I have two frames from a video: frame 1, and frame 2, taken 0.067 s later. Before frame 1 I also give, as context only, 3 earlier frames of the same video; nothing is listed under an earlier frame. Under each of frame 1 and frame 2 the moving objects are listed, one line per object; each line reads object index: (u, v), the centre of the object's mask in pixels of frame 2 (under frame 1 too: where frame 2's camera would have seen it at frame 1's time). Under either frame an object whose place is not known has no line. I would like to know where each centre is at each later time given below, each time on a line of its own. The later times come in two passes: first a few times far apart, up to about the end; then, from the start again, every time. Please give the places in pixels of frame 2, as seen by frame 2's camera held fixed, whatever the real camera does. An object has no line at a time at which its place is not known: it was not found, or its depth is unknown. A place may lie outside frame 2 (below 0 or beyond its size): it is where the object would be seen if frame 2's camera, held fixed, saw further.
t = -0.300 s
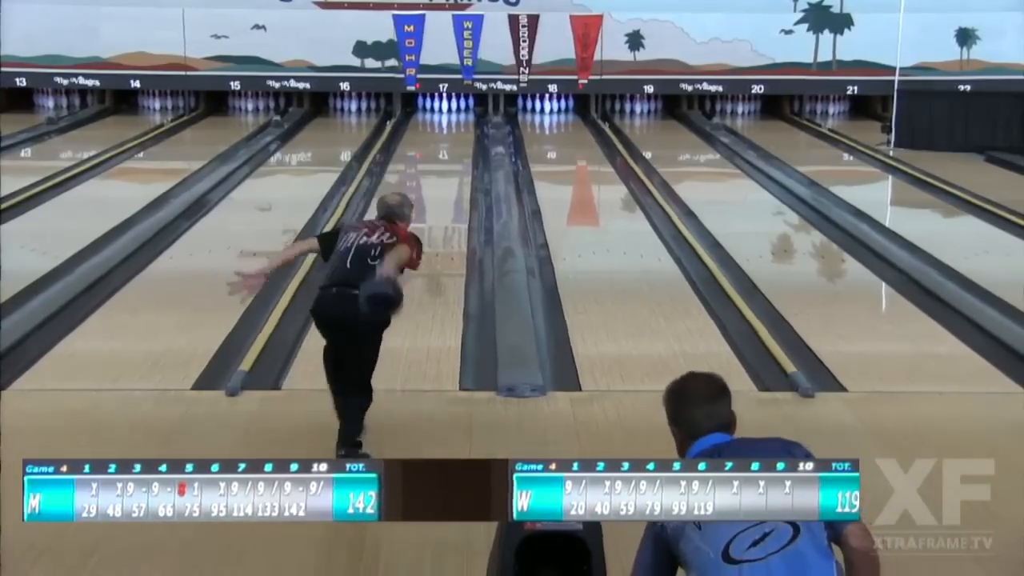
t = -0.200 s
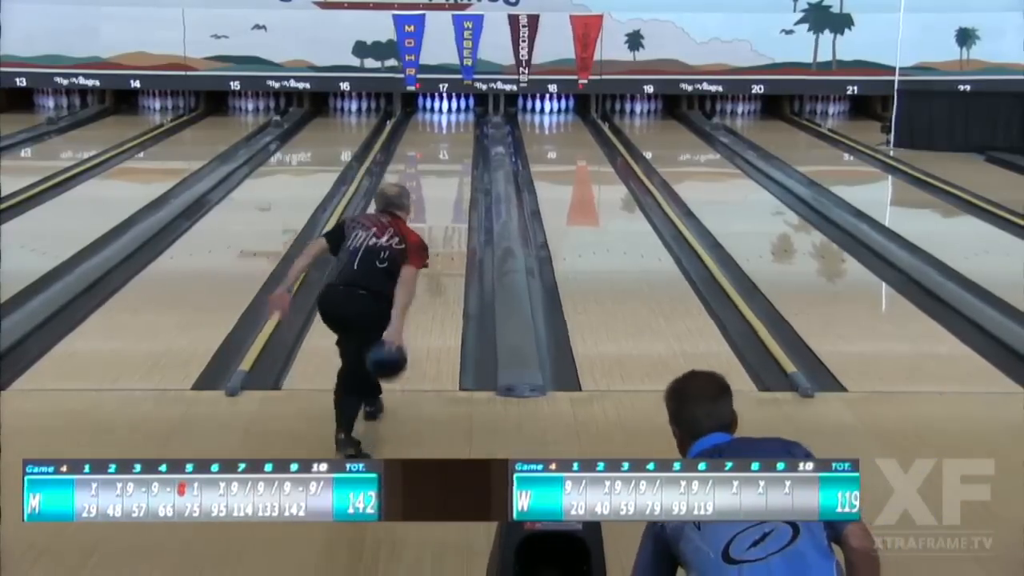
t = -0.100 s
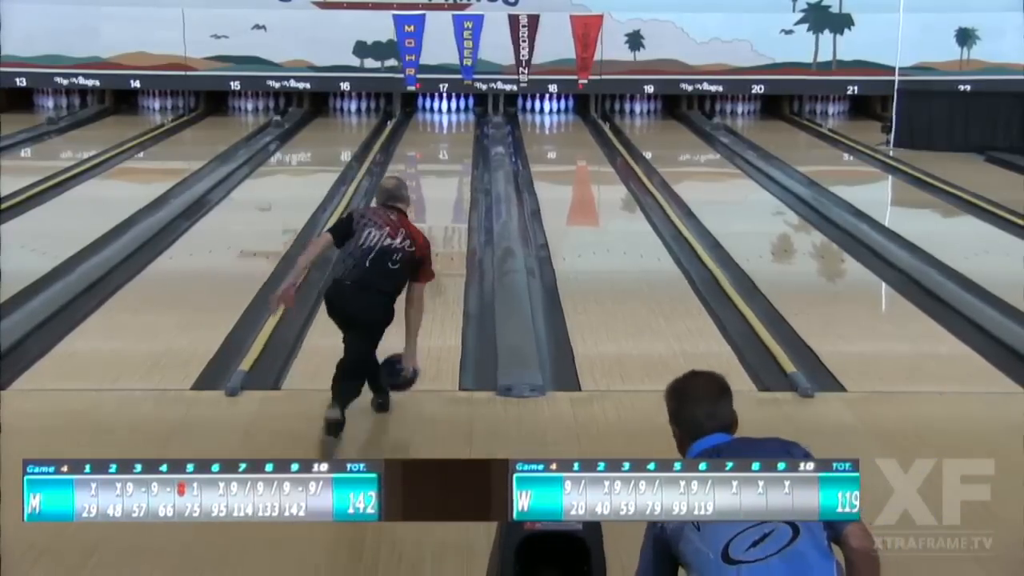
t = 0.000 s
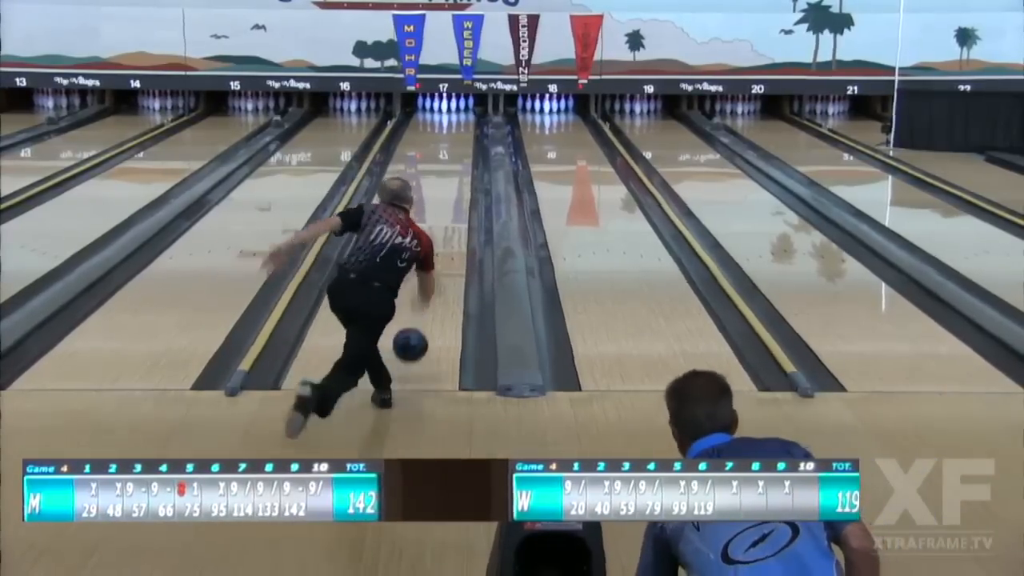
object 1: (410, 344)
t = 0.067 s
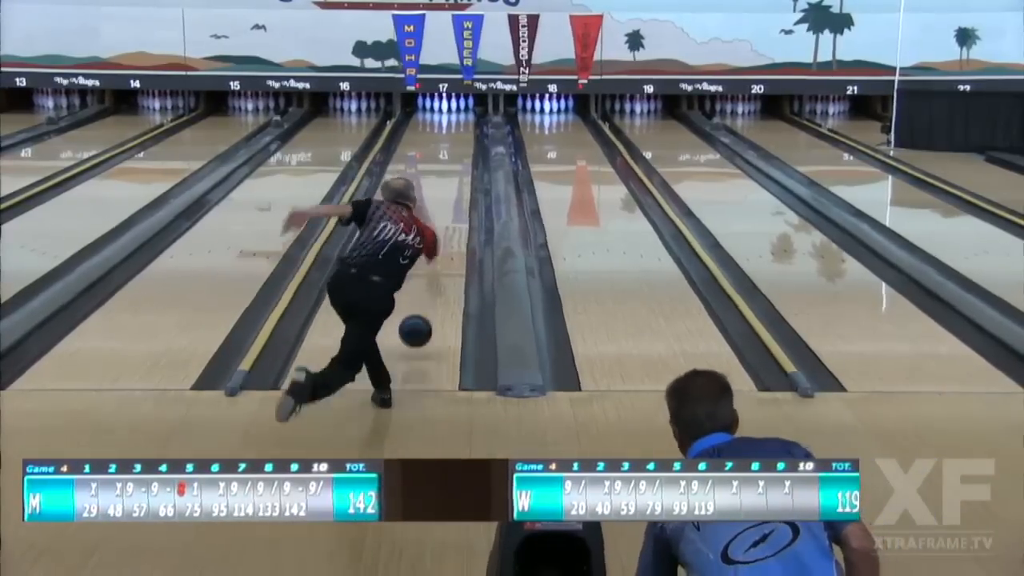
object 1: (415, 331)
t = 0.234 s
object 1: (427, 298)
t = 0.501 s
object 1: (440, 248)
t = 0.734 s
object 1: (450, 216)
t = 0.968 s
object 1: (454, 190)
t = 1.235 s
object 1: (459, 166)
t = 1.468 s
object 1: (461, 150)
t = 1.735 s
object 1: (462, 135)
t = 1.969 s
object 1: (460, 124)
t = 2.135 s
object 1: (460, 118)
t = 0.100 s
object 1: (418, 326)
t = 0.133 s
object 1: (420, 323)
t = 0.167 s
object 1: (422, 314)
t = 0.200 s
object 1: (425, 306)
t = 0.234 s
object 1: (427, 298)
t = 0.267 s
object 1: (429, 291)
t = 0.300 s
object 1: (431, 284)
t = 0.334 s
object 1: (432, 278)
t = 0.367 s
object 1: (434, 271)
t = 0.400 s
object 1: (436, 265)
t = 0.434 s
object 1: (437, 259)
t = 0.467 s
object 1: (439, 254)
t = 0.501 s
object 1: (440, 248)
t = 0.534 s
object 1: (441, 243)
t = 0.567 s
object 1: (444, 238)
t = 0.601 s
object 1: (446, 234)
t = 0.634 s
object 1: (447, 229)
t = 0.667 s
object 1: (449, 224)
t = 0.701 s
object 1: (450, 219)
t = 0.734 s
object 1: (450, 216)
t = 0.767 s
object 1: (451, 211)
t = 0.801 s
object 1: (452, 208)
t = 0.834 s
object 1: (452, 204)
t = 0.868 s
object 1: (453, 200)
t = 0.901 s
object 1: (454, 197)
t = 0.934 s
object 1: (454, 193)
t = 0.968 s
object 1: (454, 190)
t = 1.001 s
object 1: (455, 186)
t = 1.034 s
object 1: (455, 183)
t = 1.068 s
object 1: (456, 180)
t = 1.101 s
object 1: (457, 177)
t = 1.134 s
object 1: (457, 175)
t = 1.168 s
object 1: (458, 171)
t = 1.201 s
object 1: (458, 169)
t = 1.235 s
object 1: (459, 166)
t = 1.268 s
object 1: (459, 164)
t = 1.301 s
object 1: (460, 161)
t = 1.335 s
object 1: (460, 159)
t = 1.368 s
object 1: (461, 157)
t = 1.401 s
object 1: (461, 154)
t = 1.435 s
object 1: (461, 152)
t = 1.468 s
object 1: (461, 150)
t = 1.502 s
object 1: (462, 148)
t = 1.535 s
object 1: (462, 146)
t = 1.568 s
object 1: (462, 144)
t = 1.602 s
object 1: (462, 142)
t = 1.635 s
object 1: (462, 140)
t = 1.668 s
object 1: (462, 138)
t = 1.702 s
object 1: (462, 136)
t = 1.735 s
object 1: (462, 135)
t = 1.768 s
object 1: (462, 133)
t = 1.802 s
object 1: (462, 132)
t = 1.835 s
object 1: (462, 130)
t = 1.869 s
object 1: (461, 128)
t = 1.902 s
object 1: (461, 127)
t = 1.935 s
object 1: (461, 125)
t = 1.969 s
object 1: (460, 124)
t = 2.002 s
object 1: (460, 123)
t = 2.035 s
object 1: (460, 122)
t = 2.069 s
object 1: (460, 121)
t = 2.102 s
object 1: (459, 119)
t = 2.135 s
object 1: (460, 118)
